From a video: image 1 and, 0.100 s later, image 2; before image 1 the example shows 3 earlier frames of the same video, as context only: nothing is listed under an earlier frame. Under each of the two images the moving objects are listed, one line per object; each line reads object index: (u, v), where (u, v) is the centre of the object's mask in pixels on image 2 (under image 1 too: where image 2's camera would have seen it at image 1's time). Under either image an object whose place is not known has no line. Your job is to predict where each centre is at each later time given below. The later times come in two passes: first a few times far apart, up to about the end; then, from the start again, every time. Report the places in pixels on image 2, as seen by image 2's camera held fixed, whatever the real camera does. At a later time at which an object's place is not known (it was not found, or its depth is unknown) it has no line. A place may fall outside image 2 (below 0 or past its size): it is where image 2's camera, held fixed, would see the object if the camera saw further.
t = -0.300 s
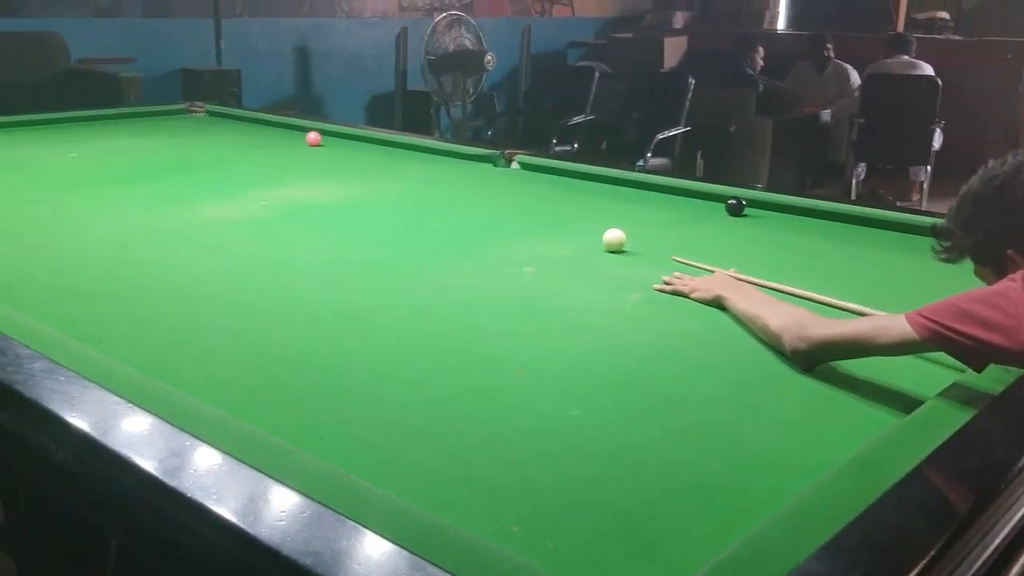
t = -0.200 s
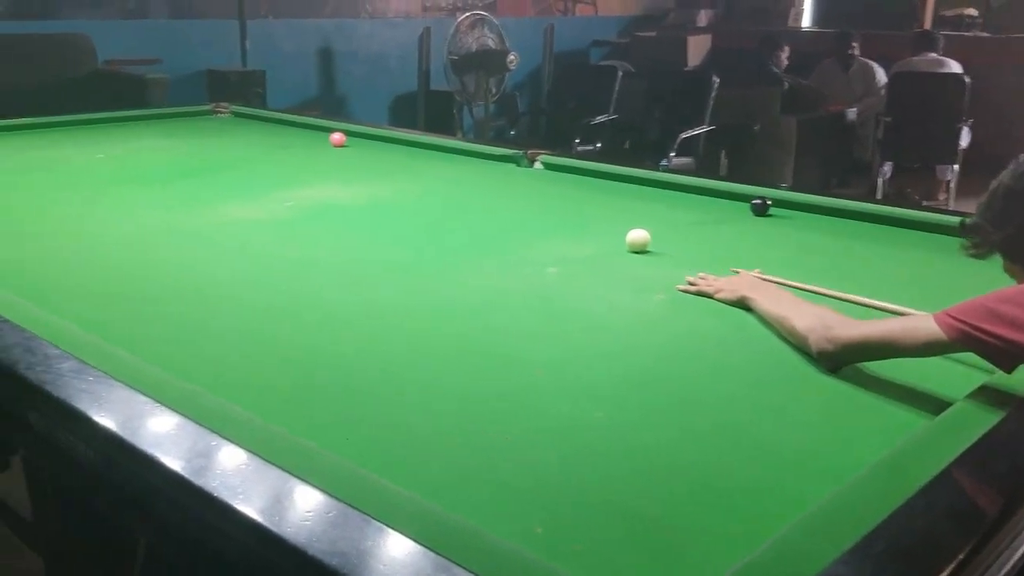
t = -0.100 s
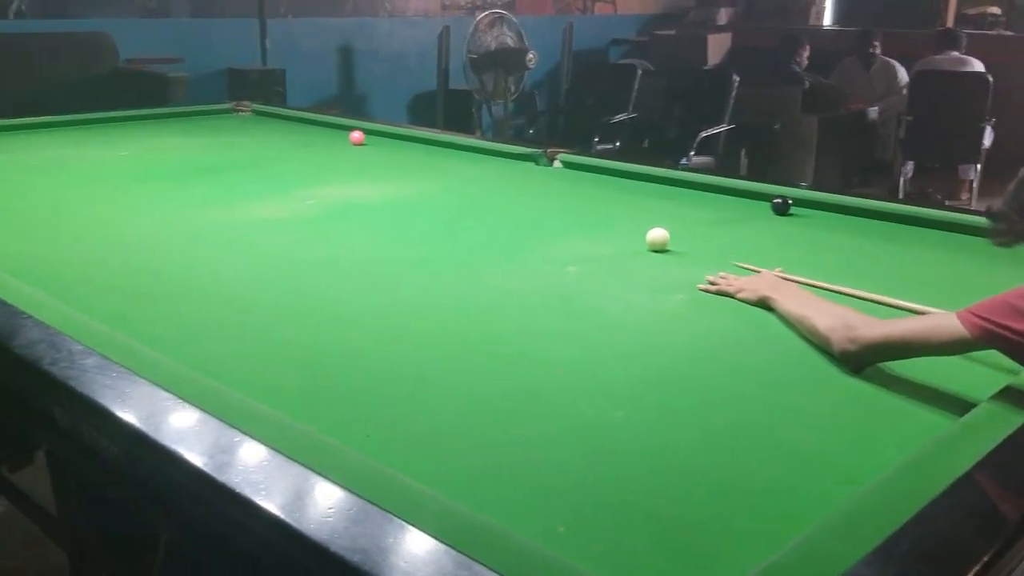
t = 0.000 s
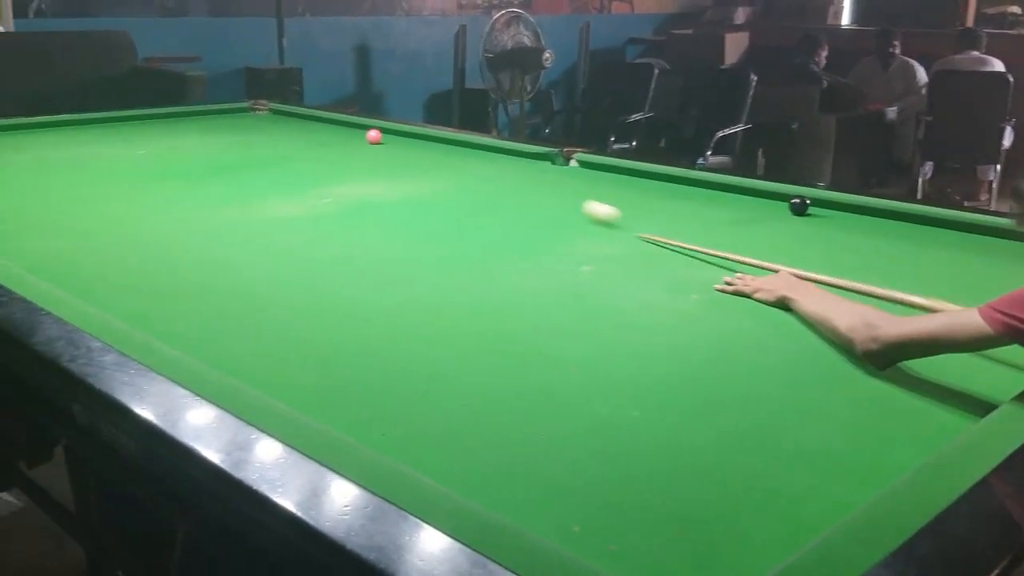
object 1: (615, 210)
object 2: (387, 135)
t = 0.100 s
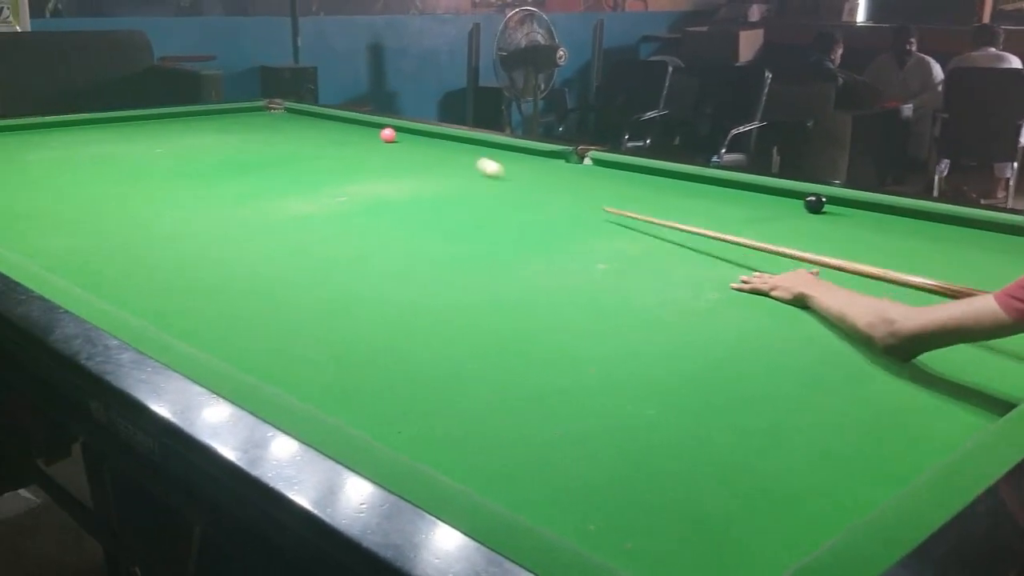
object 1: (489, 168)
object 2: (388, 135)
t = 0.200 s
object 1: (408, 139)
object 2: (389, 135)
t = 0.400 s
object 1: (412, 132)
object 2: (258, 107)
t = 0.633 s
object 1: (372, 136)
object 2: (369, 122)
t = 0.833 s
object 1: (338, 139)
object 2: (488, 140)
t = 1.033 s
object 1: (302, 142)
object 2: (621, 164)
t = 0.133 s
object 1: (459, 157)
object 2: (388, 135)
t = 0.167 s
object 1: (432, 148)
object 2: (389, 135)
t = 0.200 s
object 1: (408, 139)
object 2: (389, 135)
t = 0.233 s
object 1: (402, 135)
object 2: (374, 130)
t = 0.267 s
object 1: (409, 133)
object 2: (346, 125)
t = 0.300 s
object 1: (416, 132)
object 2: (322, 120)
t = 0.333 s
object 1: (422, 131)
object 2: (299, 115)
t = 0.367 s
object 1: (418, 131)
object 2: (278, 110)
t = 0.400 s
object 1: (412, 132)
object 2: (258, 107)
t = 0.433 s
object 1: (406, 133)
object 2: (266, 106)
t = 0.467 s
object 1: (400, 133)
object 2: (282, 105)
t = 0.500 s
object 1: (395, 133)
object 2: (299, 109)
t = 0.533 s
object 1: (389, 134)
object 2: (316, 114)
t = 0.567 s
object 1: (384, 134)
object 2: (333, 116)
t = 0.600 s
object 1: (378, 135)
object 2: (351, 119)
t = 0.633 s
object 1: (372, 136)
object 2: (369, 122)
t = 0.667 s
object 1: (367, 136)
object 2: (387, 125)
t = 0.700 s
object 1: (361, 136)
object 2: (407, 128)
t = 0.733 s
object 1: (355, 137)
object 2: (426, 131)
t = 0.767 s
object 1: (350, 137)
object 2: (447, 134)
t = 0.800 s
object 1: (344, 138)
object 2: (468, 137)
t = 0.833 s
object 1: (338, 139)
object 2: (488, 140)
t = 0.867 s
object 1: (332, 139)
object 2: (508, 144)
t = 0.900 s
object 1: (326, 140)
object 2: (528, 148)
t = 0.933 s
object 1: (321, 140)
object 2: (551, 151)
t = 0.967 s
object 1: (315, 140)
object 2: (574, 155)
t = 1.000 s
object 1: (309, 141)
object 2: (596, 159)
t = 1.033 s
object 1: (302, 142)
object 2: (621, 164)
